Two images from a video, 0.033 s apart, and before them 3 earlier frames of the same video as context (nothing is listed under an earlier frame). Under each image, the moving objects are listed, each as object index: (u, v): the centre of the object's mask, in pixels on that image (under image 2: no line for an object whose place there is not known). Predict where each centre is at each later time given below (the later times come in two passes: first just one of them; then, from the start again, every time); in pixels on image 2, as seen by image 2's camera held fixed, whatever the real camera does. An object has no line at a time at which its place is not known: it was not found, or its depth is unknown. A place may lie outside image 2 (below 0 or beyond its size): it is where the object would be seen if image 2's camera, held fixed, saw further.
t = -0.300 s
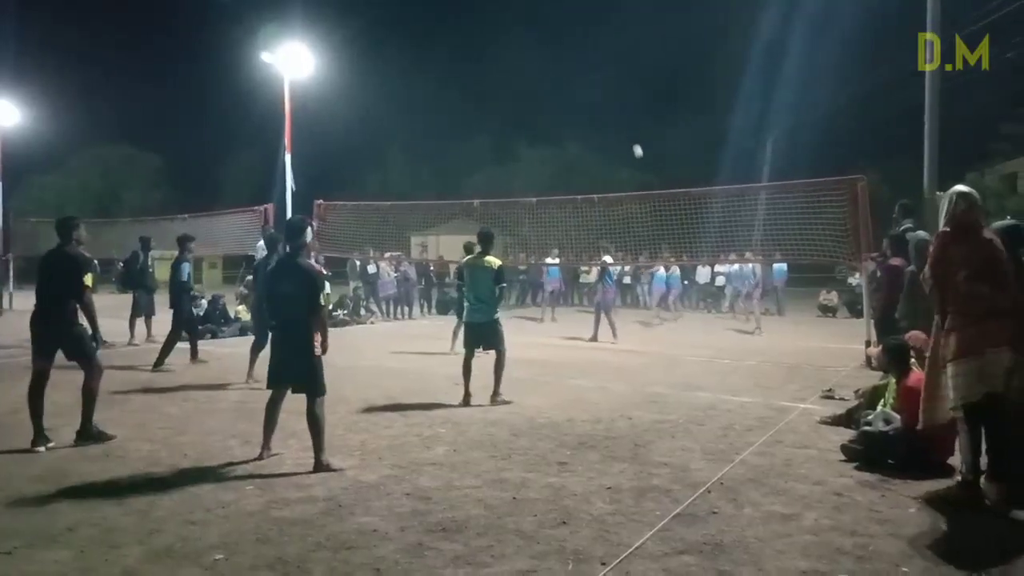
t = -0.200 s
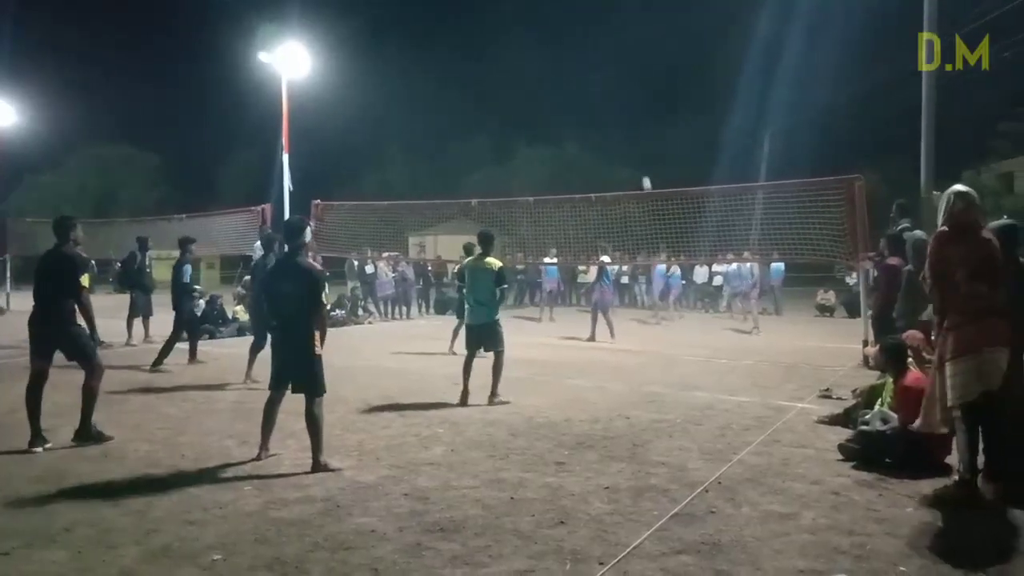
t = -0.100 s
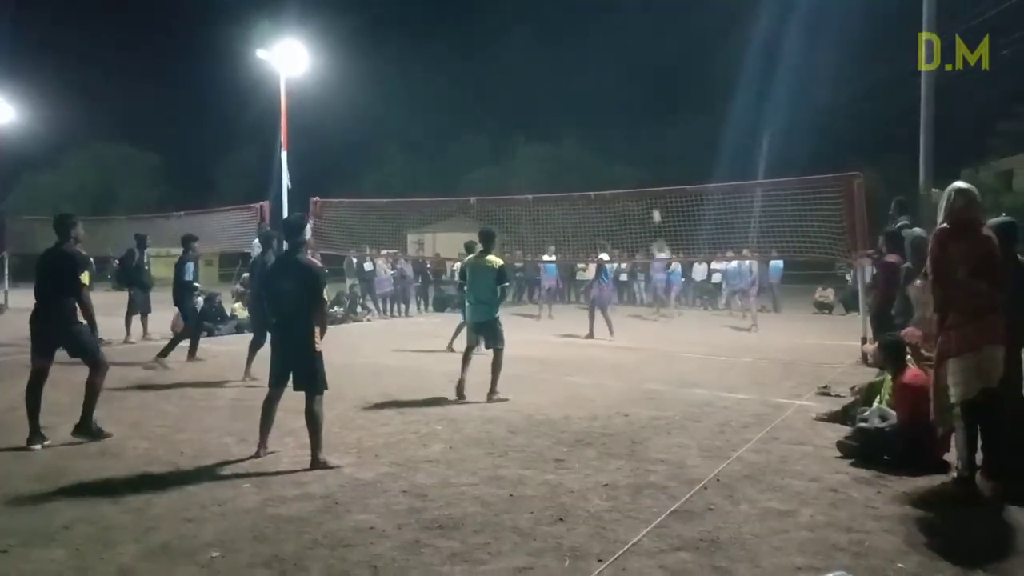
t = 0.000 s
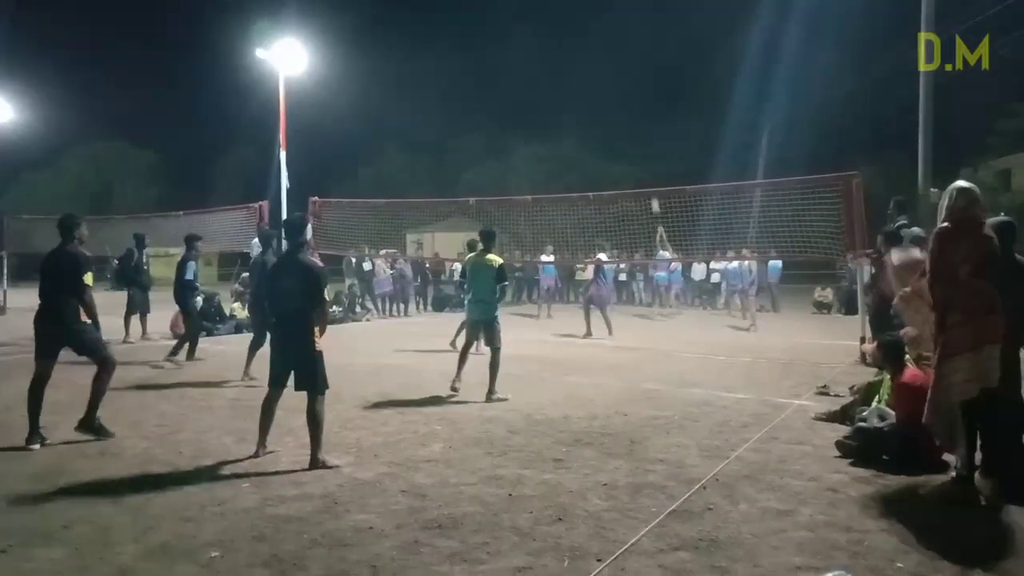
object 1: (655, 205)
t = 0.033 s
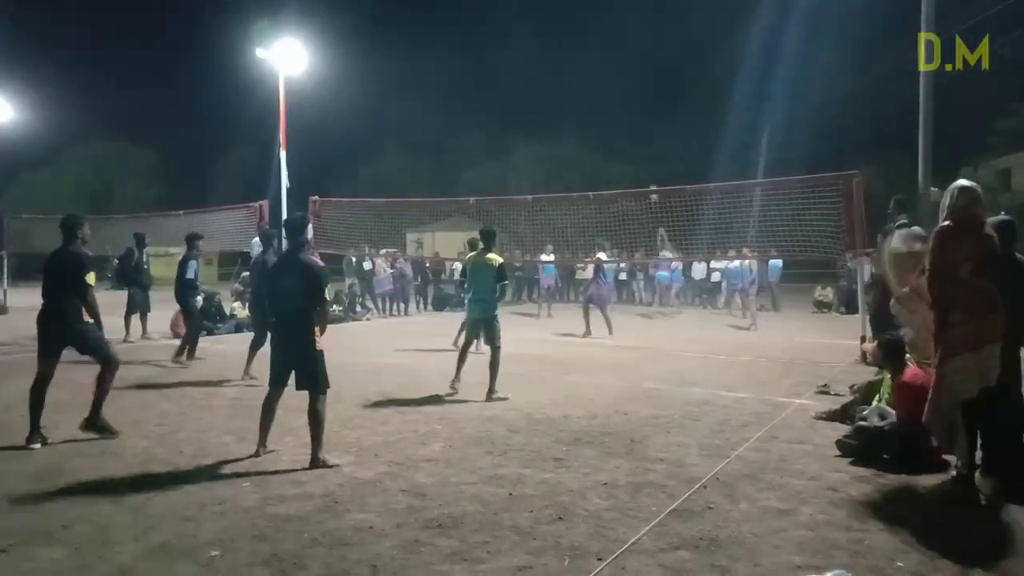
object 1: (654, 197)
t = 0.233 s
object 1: (641, 124)
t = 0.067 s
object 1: (651, 180)
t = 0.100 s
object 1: (649, 168)
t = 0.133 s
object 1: (647, 157)
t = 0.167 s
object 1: (645, 146)
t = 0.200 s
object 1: (643, 135)
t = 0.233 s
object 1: (641, 124)
